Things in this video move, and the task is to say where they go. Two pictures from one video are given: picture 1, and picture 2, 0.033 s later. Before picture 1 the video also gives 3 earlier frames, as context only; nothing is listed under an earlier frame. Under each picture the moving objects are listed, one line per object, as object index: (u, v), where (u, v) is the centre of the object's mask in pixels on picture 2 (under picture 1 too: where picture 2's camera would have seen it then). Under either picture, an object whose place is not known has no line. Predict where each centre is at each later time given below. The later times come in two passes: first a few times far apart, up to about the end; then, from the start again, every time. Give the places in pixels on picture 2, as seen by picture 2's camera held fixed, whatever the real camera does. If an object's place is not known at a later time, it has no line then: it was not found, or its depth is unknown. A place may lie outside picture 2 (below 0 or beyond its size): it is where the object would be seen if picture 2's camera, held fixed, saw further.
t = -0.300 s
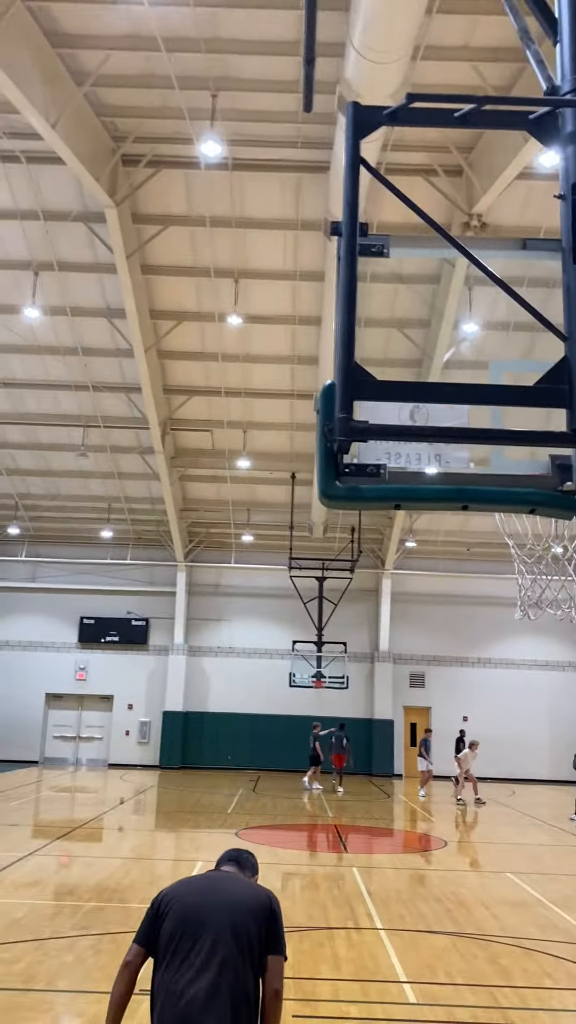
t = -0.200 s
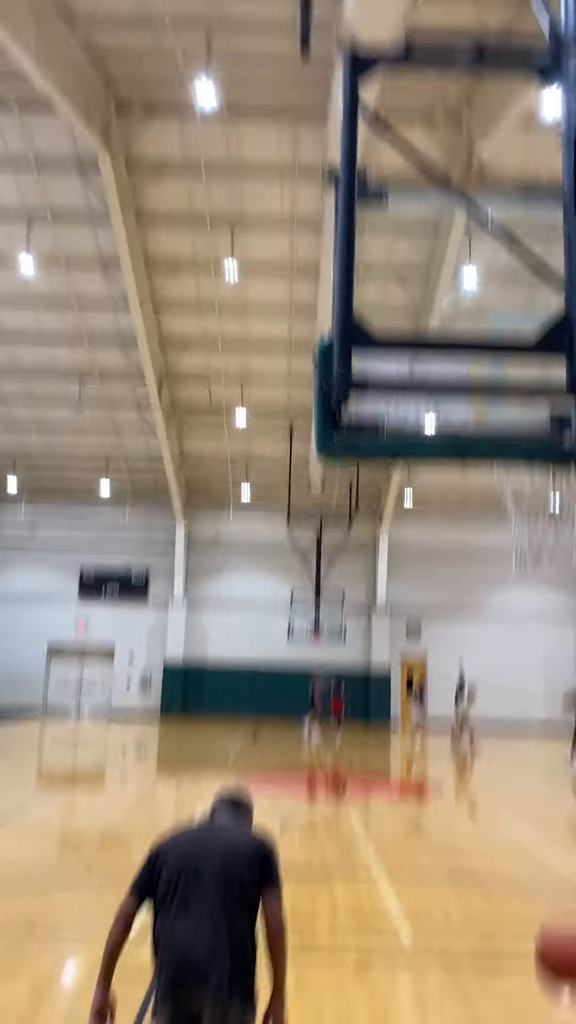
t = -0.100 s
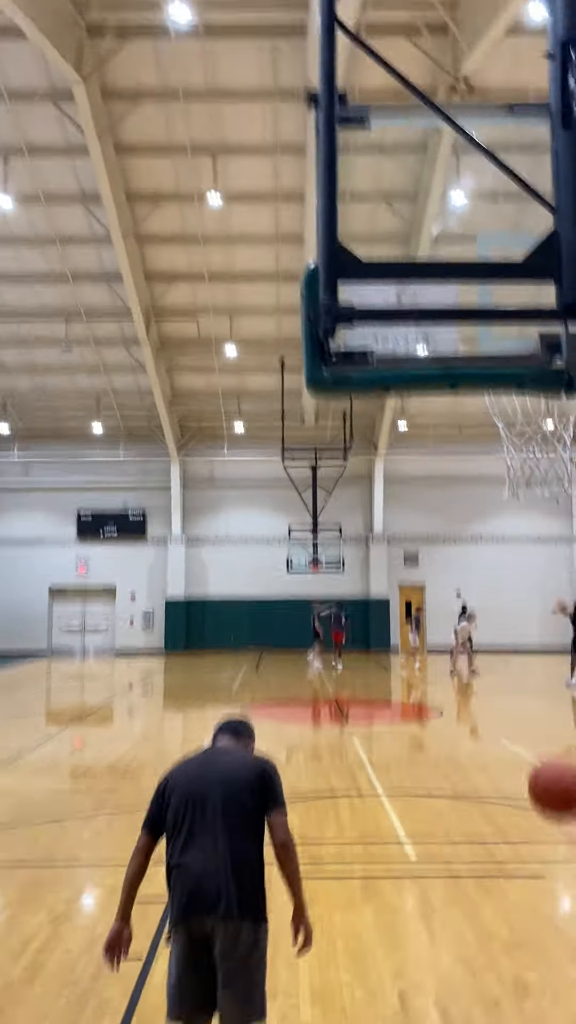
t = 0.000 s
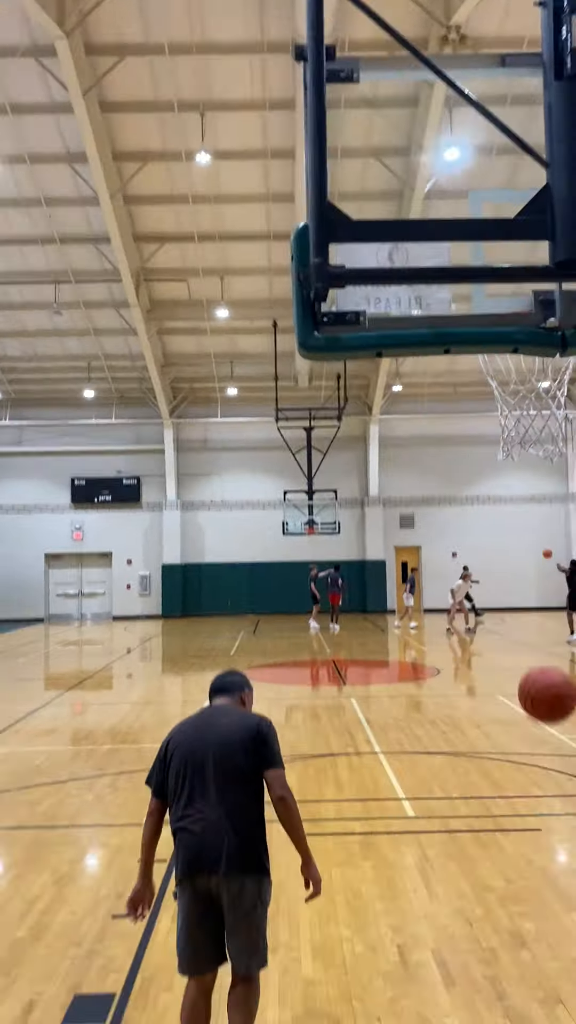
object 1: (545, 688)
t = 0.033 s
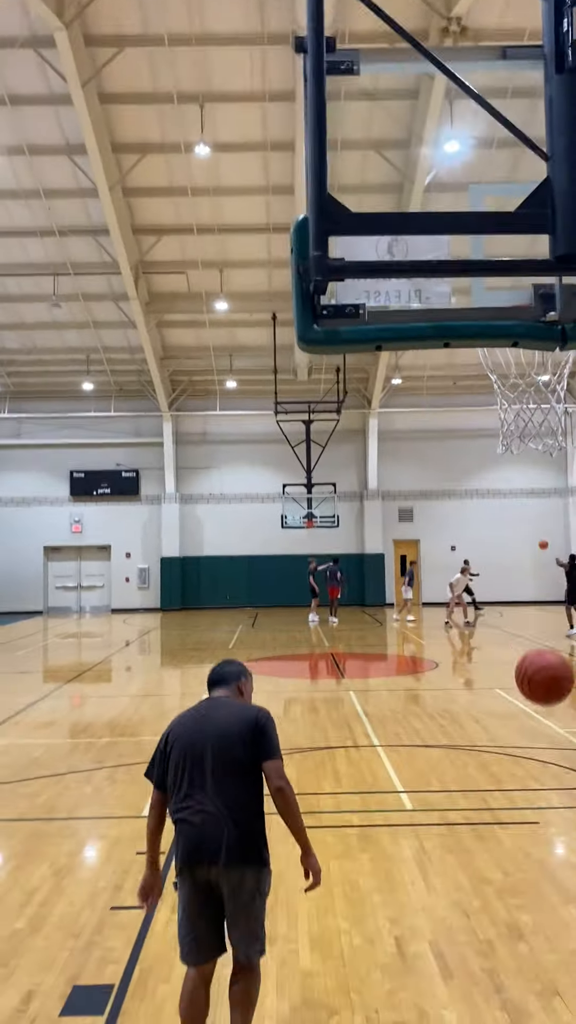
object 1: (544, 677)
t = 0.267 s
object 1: (536, 669)
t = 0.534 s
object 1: (534, 801)
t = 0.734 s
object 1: (535, 965)
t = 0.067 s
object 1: (543, 668)
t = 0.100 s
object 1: (541, 662)
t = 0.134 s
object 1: (540, 659)
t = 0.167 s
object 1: (539, 657)
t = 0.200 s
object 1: (538, 659)
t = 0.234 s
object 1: (537, 662)
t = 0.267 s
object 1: (536, 669)
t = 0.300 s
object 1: (535, 678)
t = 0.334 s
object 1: (535, 689)
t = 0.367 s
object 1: (537, 702)
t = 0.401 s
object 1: (533, 718)
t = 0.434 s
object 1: (535, 734)
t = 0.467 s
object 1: (534, 755)
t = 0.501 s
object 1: (535, 778)
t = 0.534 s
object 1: (534, 801)
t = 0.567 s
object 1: (534, 828)
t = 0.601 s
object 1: (535, 857)
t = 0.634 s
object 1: (535, 887)
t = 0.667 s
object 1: (537, 923)
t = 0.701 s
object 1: (535, 955)
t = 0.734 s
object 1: (535, 965)
